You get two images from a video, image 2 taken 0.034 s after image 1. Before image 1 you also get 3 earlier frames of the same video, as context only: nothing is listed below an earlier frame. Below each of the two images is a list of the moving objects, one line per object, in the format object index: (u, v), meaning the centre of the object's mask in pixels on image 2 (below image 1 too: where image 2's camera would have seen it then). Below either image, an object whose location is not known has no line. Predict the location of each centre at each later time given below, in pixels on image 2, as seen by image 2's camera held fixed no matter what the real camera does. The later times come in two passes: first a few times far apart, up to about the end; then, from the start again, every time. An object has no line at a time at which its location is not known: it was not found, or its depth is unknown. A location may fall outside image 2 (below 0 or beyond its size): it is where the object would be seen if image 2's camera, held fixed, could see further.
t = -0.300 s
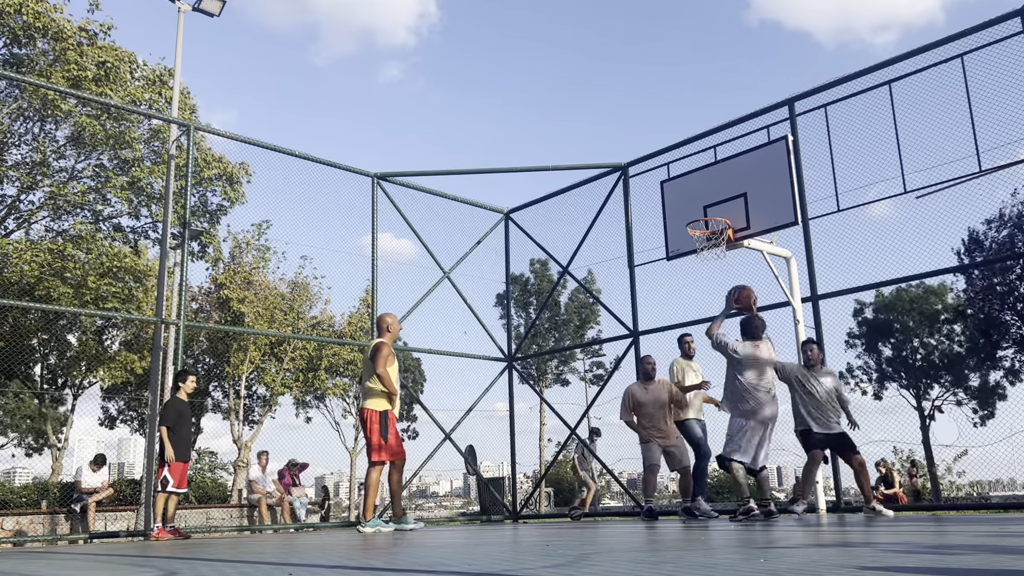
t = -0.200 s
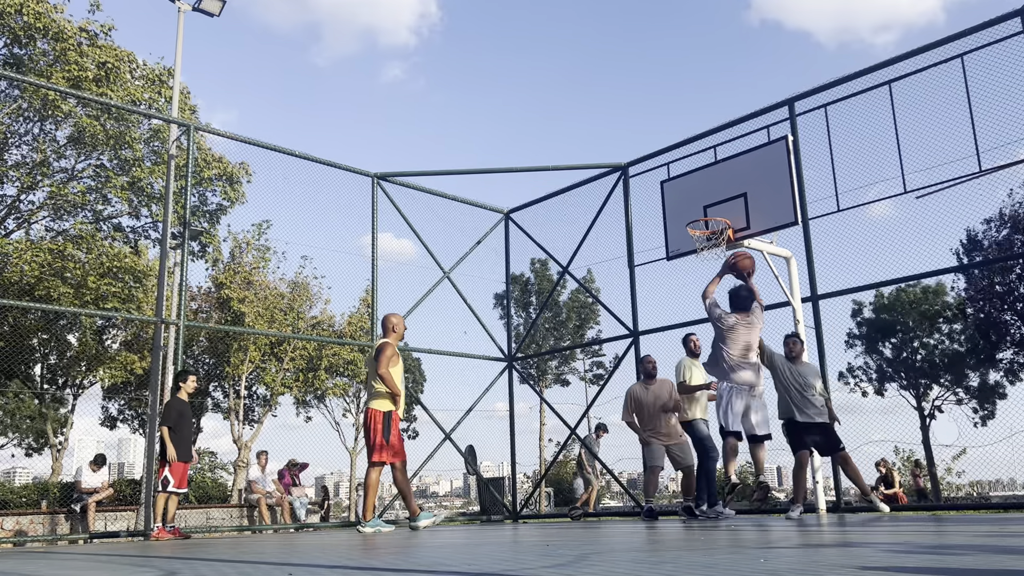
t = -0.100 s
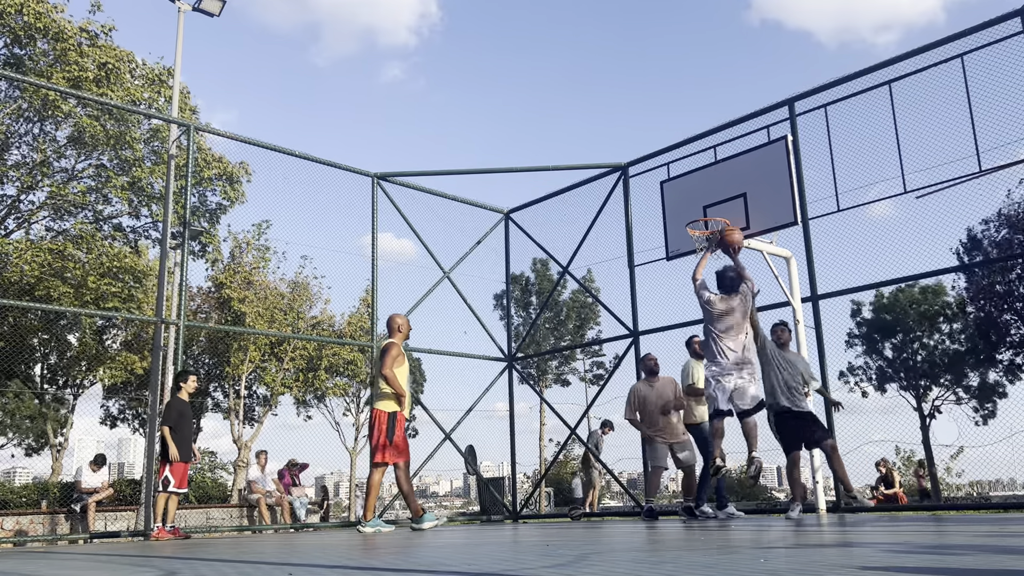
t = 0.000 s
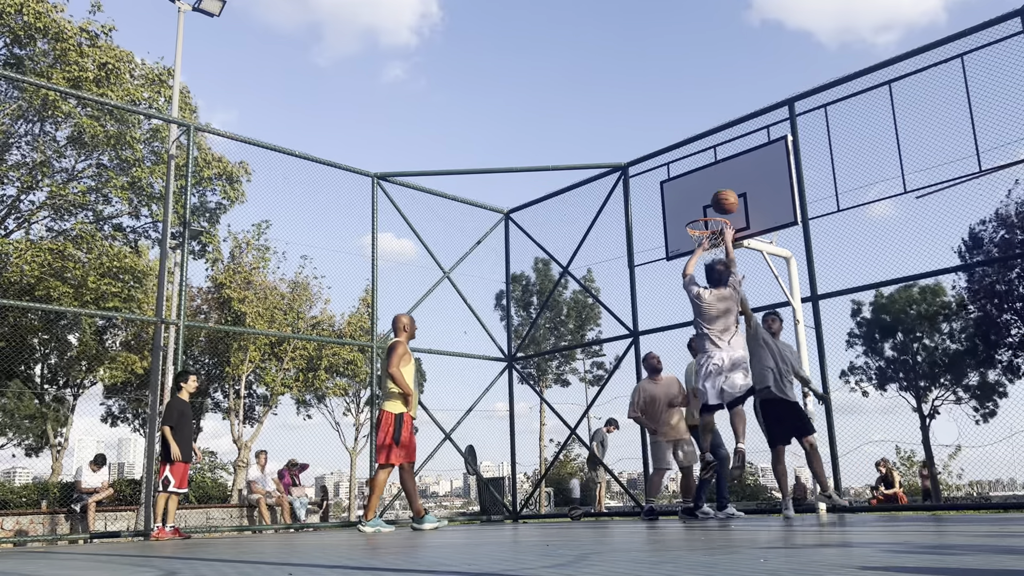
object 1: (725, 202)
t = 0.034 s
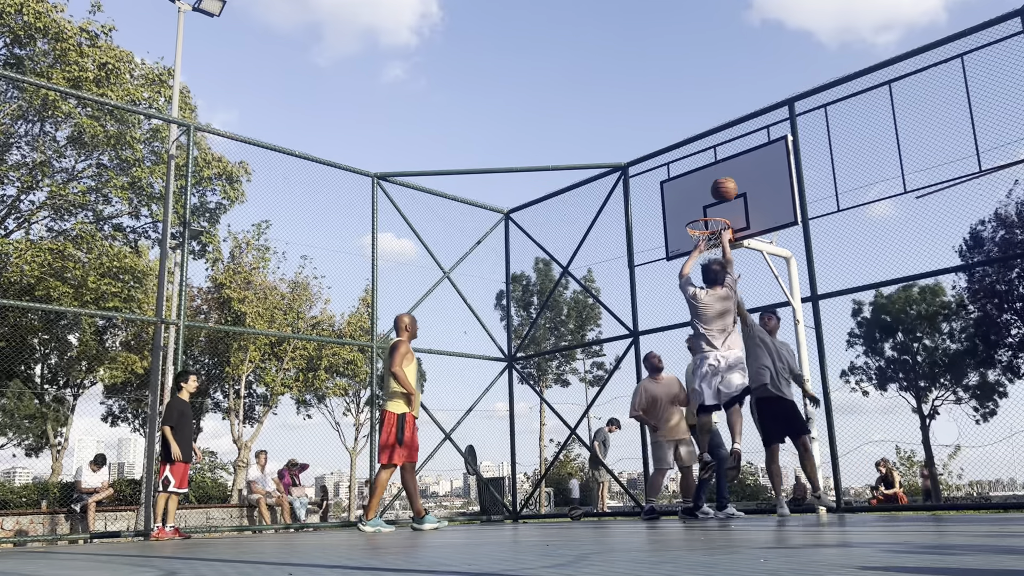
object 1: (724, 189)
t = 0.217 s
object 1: (723, 147)
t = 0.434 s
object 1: (725, 136)
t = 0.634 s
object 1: (732, 161)
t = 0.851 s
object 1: (742, 221)
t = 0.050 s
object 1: (724, 184)
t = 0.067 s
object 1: (723, 179)
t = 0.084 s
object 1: (723, 174)
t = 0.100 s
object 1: (724, 170)
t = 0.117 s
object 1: (723, 166)
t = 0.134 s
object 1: (723, 162)
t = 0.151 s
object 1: (723, 158)
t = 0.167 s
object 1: (722, 155)
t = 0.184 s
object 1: (722, 152)
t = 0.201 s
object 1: (722, 149)
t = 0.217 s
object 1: (723, 147)
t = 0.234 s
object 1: (723, 144)
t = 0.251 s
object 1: (723, 142)
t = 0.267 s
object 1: (723, 140)
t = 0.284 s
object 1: (723, 138)
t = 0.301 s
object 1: (724, 138)
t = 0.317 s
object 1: (724, 137)
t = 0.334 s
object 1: (724, 136)
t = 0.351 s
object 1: (724, 135)
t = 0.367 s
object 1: (724, 135)
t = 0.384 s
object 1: (725, 135)
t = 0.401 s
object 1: (725, 135)
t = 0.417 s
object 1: (725, 135)
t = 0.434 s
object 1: (725, 136)
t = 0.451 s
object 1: (726, 137)
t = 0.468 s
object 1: (726, 138)
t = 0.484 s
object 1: (727, 139)
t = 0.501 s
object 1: (727, 141)
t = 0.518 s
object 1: (728, 143)
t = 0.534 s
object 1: (728, 145)
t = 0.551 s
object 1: (729, 146)
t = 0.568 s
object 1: (730, 148)
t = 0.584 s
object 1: (730, 152)
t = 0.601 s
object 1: (731, 155)
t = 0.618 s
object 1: (731, 157)
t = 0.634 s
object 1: (732, 161)
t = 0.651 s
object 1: (732, 164)
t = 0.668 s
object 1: (733, 168)
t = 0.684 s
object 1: (734, 171)
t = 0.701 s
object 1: (735, 175)
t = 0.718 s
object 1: (735, 179)
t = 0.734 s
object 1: (736, 184)
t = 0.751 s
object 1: (737, 188)
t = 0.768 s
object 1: (738, 193)
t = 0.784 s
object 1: (739, 198)
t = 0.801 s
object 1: (740, 203)
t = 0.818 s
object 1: (740, 209)
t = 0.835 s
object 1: (741, 214)
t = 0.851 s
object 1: (742, 221)
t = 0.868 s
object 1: (741, 223)
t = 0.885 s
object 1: (742, 224)
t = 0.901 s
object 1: (744, 225)
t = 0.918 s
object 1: (748, 227)
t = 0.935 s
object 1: (749, 228)
